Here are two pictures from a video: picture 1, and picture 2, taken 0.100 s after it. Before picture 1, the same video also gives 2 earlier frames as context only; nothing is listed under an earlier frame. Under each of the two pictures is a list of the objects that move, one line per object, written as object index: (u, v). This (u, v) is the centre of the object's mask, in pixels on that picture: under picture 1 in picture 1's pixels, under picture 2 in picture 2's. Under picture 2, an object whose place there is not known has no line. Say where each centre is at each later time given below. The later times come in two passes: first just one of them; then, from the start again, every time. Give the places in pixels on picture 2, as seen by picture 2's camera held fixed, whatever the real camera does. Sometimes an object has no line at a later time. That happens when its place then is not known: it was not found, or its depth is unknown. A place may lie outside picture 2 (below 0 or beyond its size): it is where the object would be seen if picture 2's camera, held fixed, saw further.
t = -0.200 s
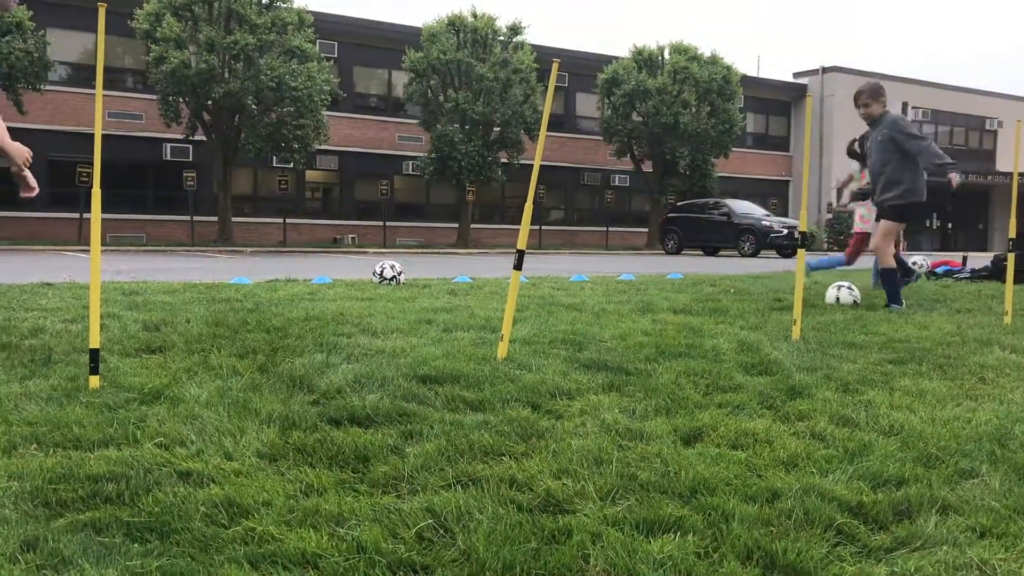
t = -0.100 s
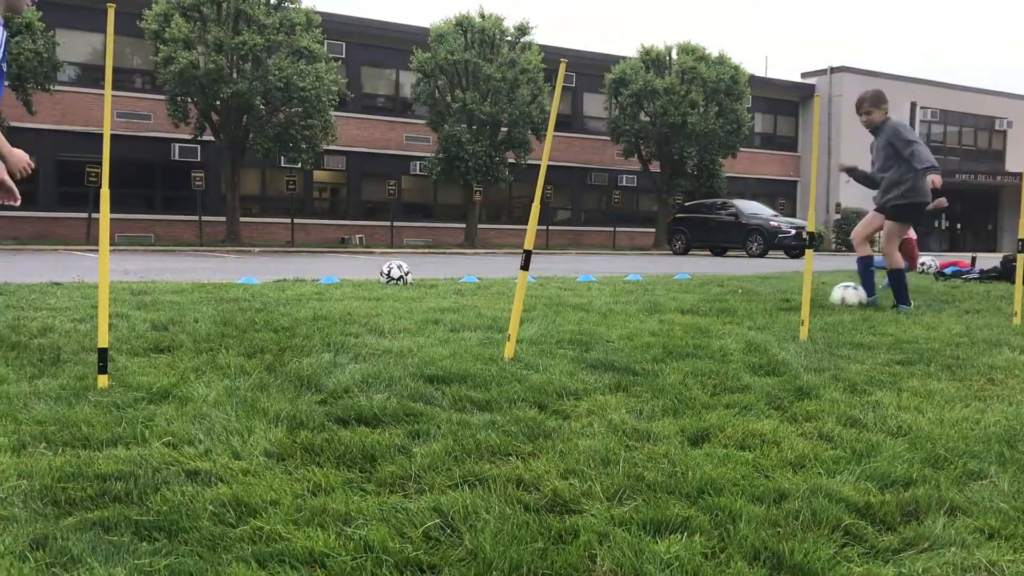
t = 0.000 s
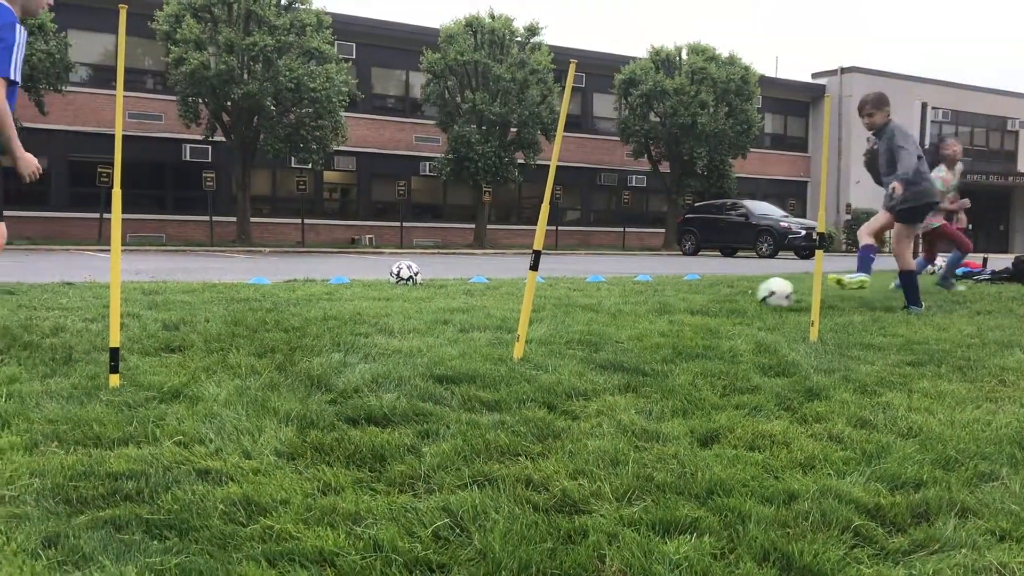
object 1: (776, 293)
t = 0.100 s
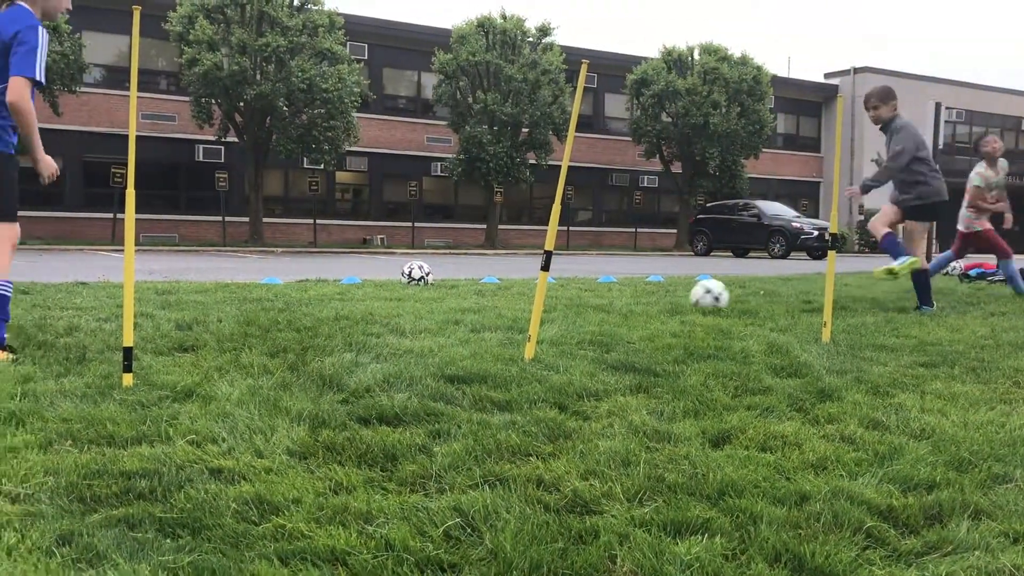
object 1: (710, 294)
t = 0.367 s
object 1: (555, 293)
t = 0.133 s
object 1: (685, 295)
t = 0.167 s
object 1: (662, 296)
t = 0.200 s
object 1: (642, 295)
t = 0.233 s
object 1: (625, 293)
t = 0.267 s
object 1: (607, 293)
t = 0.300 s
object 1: (590, 291)
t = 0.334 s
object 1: (571, 291)
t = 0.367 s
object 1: (555, 293)
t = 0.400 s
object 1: (529, 293)
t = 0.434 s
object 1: (515, 296)
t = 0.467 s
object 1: (498, 296)
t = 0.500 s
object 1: (481, 295)
